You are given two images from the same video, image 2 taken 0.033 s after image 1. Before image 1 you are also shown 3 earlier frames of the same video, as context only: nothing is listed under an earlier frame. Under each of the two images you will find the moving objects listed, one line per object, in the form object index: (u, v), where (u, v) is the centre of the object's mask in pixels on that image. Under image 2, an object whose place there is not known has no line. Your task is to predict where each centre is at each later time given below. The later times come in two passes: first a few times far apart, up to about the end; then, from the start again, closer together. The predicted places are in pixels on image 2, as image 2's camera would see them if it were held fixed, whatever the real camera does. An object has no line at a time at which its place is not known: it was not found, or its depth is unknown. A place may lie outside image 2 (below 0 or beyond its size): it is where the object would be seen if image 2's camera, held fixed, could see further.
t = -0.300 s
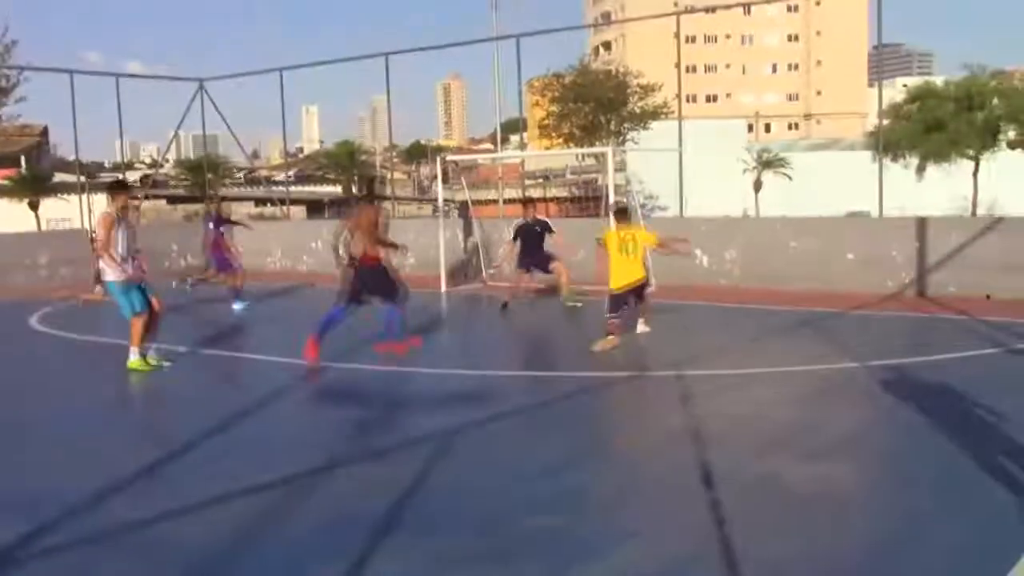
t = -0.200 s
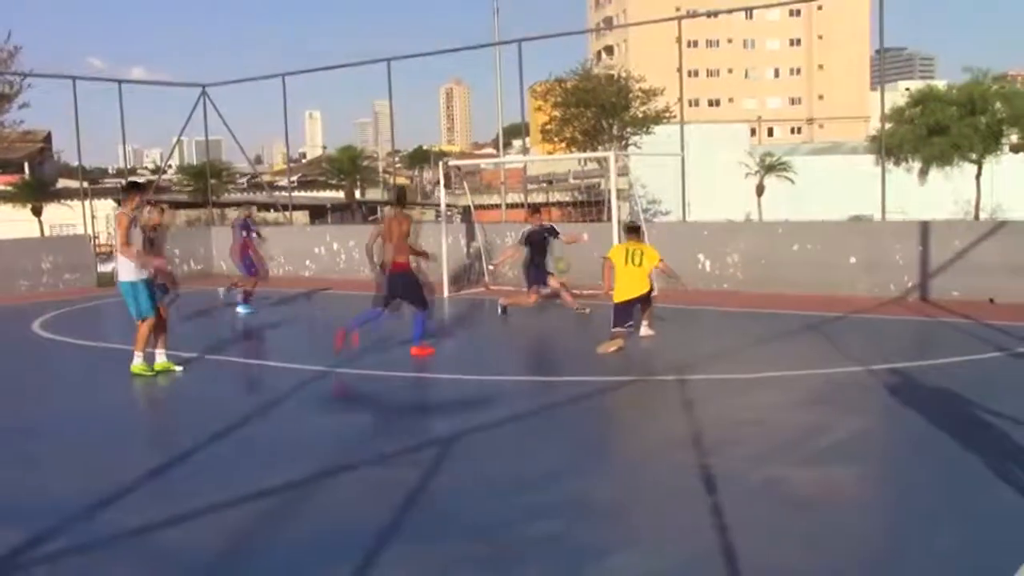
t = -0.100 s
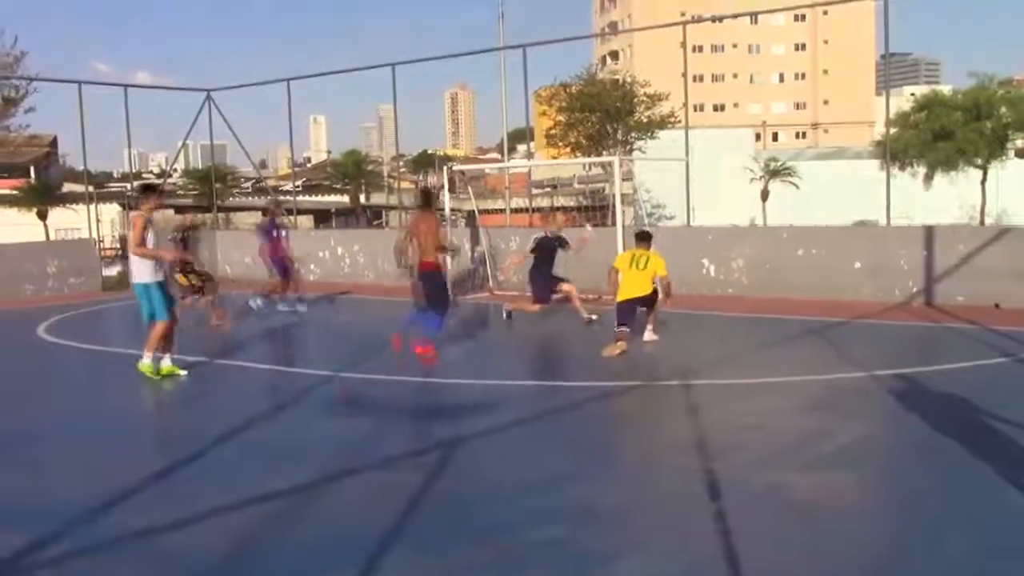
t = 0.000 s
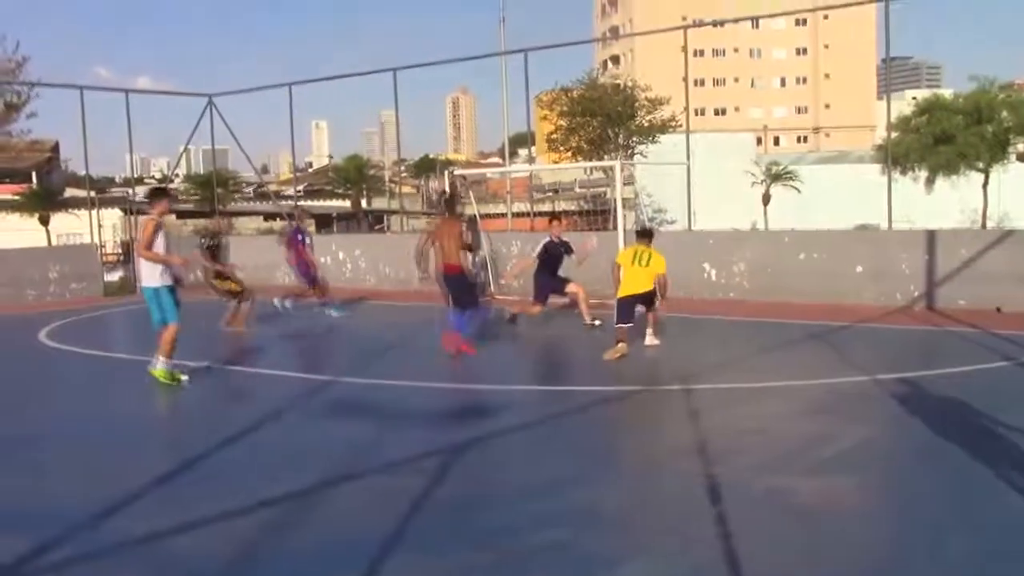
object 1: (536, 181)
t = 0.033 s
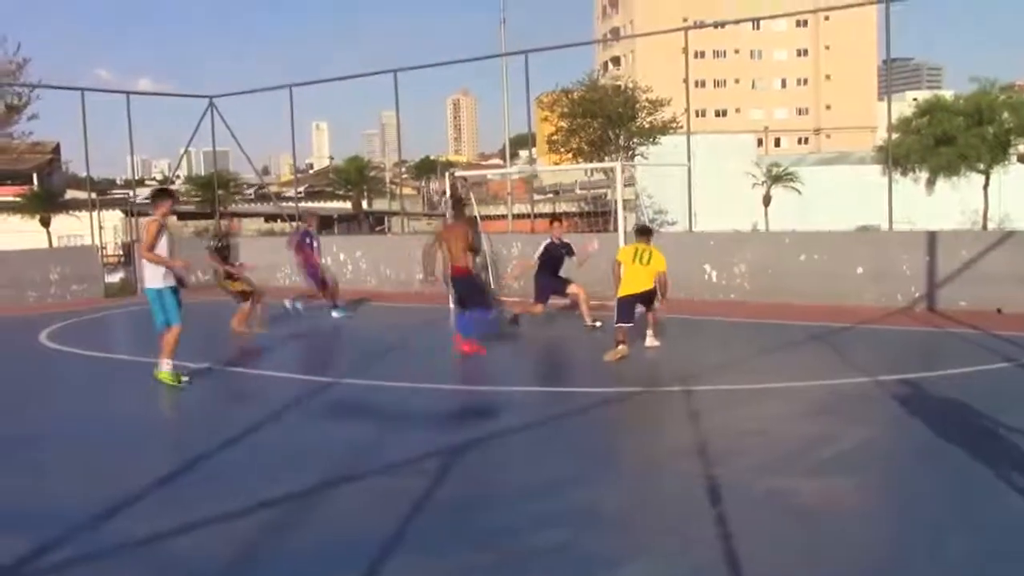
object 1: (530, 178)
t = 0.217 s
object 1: (489, 121)
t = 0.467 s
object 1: (408, 84)
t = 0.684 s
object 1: (308, 110)
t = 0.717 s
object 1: (288, 124)
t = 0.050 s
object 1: (527, 173)
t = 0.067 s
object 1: (525, 167)
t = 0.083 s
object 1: (521, 161)
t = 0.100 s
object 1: (520, 158)
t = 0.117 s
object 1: (514, 152)
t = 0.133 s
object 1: (501, 141)
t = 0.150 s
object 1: (505, 139)
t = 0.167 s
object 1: (501, 134)
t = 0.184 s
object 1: (498, 131)
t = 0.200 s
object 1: (492, 125)
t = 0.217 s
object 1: (489, 121)
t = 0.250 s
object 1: (481, 113)
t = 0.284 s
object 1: (472, 106)
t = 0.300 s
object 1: (468, 103)
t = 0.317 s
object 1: (462, 100)
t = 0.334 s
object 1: (457, 98)
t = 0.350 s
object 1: (451, 94)
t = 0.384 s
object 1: (440, 90)
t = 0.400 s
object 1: (436, 90)
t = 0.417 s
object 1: (429, 87)
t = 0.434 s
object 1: (424, 86)
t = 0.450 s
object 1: (416, 84)
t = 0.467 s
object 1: (408, 84)
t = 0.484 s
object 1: (402, 84)
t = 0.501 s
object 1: (395, 85)
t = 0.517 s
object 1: (388, 85)
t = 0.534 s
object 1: (380, 86)
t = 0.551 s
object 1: (372, 87)
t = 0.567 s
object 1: (363, 90)
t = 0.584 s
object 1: (356, 91)
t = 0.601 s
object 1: (350, 92)
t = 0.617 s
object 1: (338, 97)
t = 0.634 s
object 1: (336, 98)
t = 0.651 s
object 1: (329, 101)
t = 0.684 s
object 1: (308, 110)
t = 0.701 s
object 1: (303, 117)
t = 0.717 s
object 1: (288, 124)
